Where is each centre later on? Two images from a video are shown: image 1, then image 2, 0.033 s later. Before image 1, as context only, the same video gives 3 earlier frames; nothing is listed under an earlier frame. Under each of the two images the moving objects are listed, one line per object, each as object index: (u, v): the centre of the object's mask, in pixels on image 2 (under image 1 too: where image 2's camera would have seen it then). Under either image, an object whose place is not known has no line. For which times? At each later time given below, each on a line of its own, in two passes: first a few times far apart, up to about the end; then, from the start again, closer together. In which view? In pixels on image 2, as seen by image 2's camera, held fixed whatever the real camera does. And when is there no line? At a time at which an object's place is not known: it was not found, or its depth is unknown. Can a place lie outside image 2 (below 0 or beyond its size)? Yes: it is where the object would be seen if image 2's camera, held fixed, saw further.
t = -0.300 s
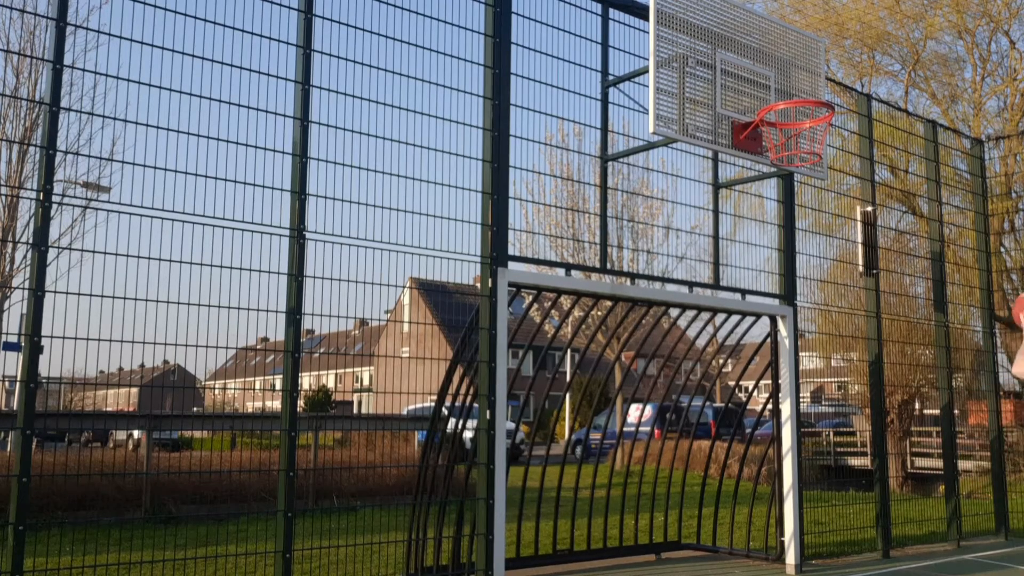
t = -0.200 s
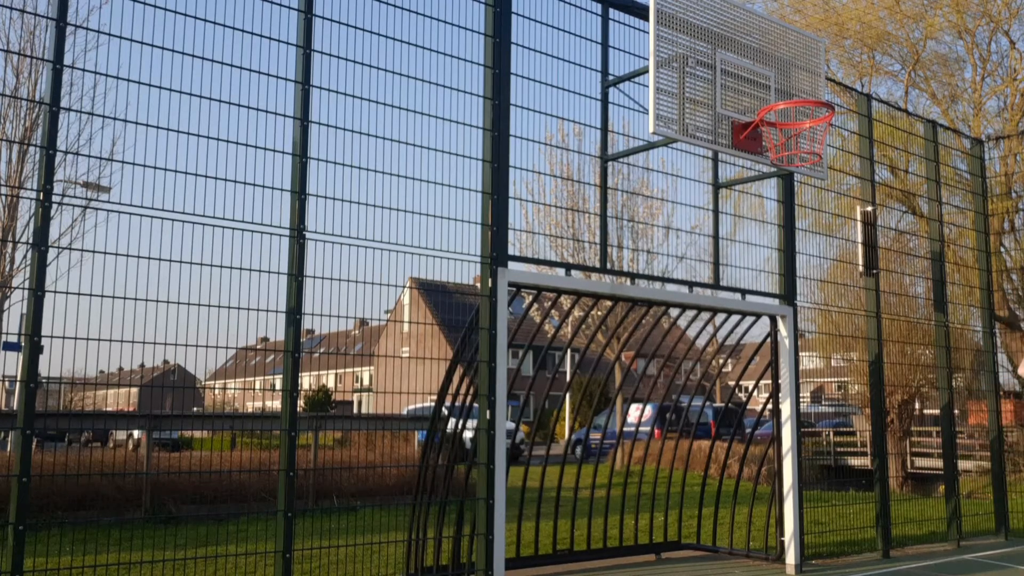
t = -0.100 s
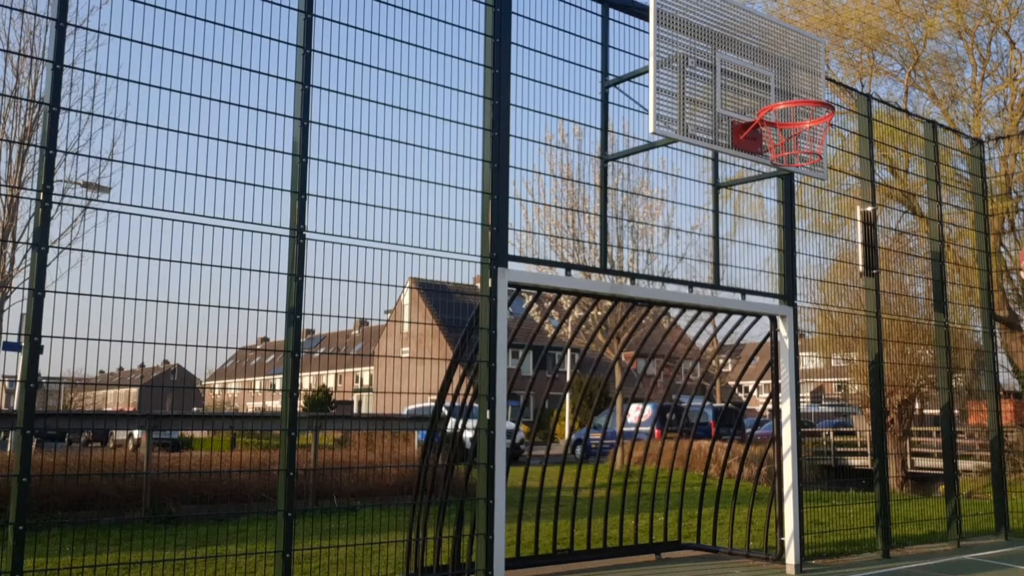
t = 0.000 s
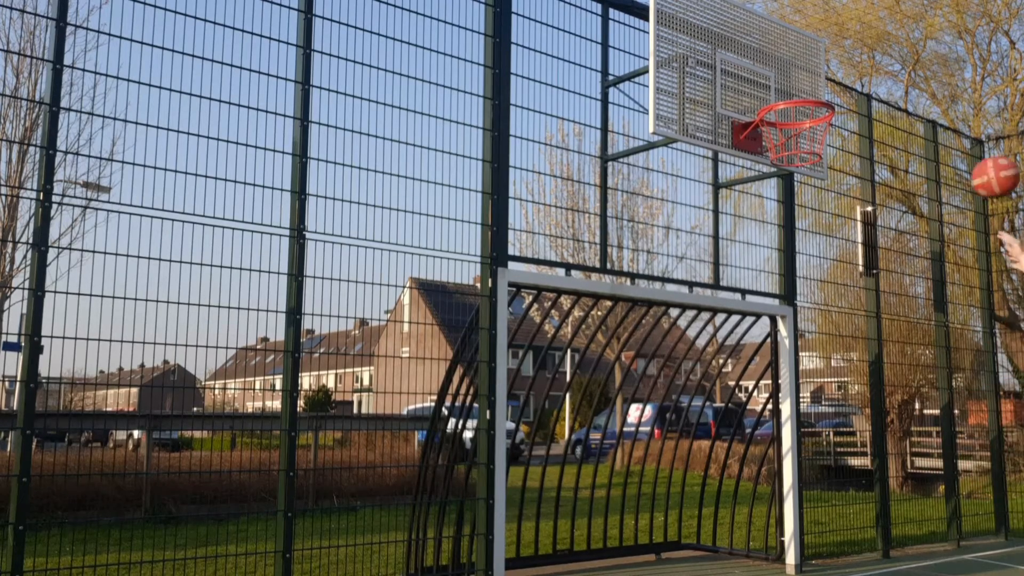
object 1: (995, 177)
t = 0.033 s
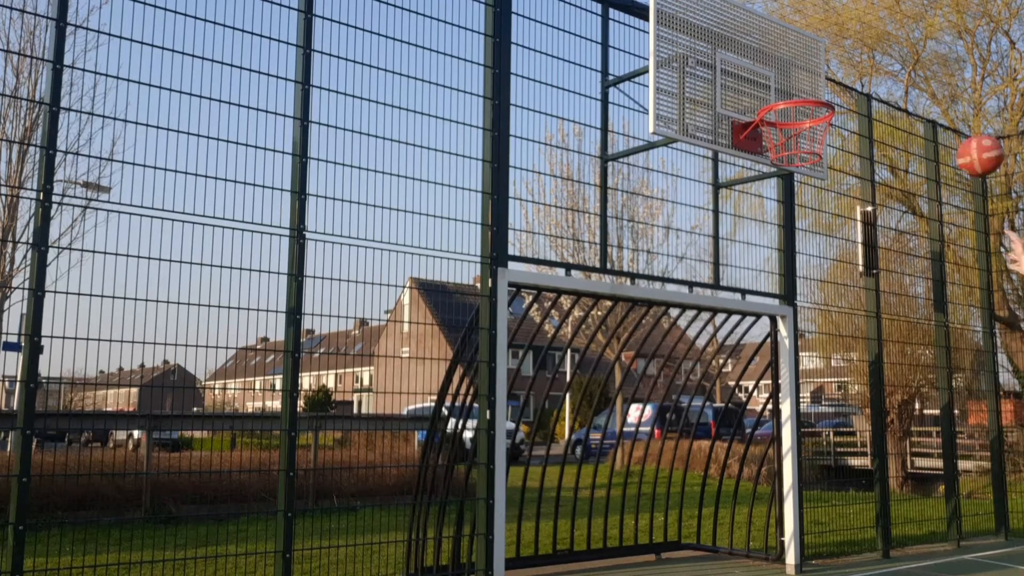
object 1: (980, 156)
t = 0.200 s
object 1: (912, 87)
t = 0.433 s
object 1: (834, 75)
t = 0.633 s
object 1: (785, 123)
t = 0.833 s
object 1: (782, 124)
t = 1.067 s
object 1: (802, 124)
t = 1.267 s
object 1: (802, 151)
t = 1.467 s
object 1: (798, 156)
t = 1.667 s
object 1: (796, 200)
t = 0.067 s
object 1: (965, 136)
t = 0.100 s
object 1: (951, 121)
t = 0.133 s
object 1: (938, 107)
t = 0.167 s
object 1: (924, 96)
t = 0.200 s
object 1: (912, 87)
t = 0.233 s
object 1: (899, 79)
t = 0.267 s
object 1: (888, 74)
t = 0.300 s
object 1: (876, 70)
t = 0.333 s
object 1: (865, 69)
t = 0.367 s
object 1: (854, 70)
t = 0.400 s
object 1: (844, 71)
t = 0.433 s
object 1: (834, 75)
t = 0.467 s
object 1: (824, 80)
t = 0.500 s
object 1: (815, 86)
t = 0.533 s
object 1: (805, 95)
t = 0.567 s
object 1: (795, 105)
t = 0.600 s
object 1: (788, 119)
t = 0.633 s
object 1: (785, 123)
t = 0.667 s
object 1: (794, 123)
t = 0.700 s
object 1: (804, 124)
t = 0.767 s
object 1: (794, 123)
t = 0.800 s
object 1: (786, 122)
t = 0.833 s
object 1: (782, 124)
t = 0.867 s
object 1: (786, 119)
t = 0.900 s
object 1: (790, 113)
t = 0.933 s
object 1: (794, 109)
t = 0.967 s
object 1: (799, 108)
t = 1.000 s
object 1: (801, 111)
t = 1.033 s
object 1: (802, 120)
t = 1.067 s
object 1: (802, 124)
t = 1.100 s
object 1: (802, 133)
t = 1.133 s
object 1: (800, 139)
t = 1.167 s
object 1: (794, 143)
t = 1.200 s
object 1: (787, 149)
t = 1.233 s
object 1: (794, 149)
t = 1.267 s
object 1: (802, 151)
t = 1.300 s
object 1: (799, 152)
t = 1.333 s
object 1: (793, 154)
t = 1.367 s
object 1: (792, 154)
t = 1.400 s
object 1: (792, 154)
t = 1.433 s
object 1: (793, 154)
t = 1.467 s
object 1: (798, 156)
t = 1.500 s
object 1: (801, 159)
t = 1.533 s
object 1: (802, 165)
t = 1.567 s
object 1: (800, 171)
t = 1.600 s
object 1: (798, 179)
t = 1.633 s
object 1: (797, 189)
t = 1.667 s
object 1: (796, 200)
